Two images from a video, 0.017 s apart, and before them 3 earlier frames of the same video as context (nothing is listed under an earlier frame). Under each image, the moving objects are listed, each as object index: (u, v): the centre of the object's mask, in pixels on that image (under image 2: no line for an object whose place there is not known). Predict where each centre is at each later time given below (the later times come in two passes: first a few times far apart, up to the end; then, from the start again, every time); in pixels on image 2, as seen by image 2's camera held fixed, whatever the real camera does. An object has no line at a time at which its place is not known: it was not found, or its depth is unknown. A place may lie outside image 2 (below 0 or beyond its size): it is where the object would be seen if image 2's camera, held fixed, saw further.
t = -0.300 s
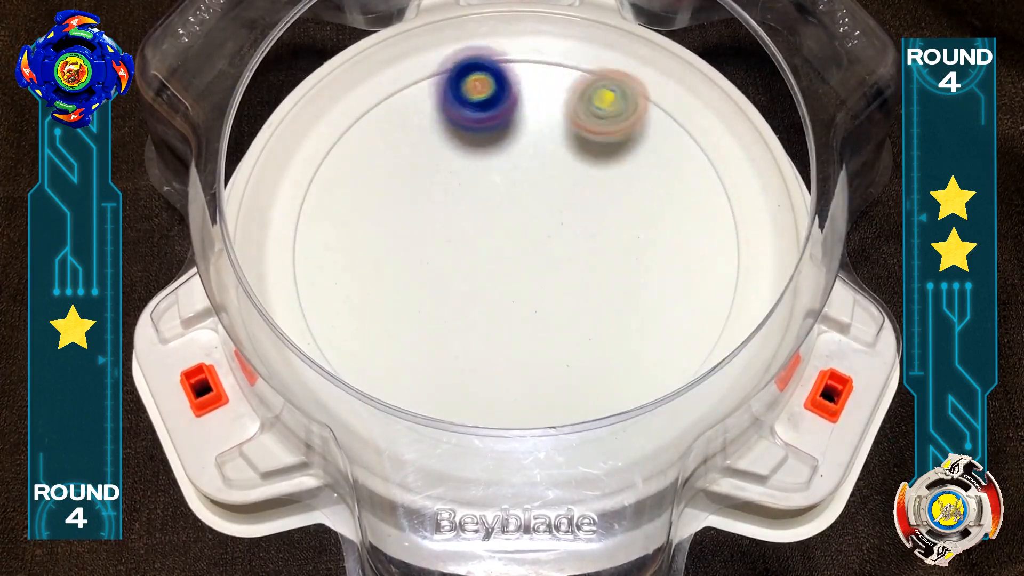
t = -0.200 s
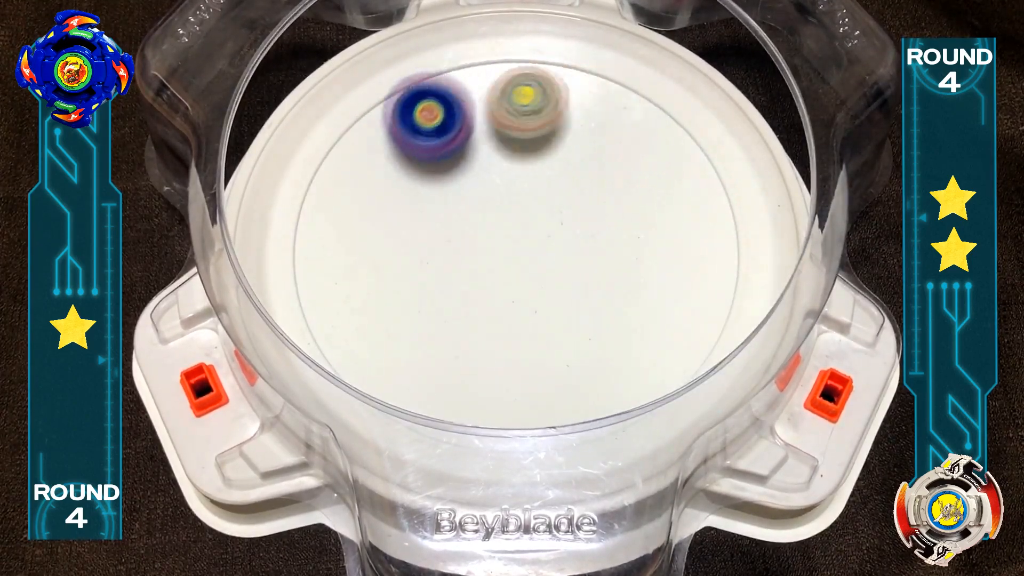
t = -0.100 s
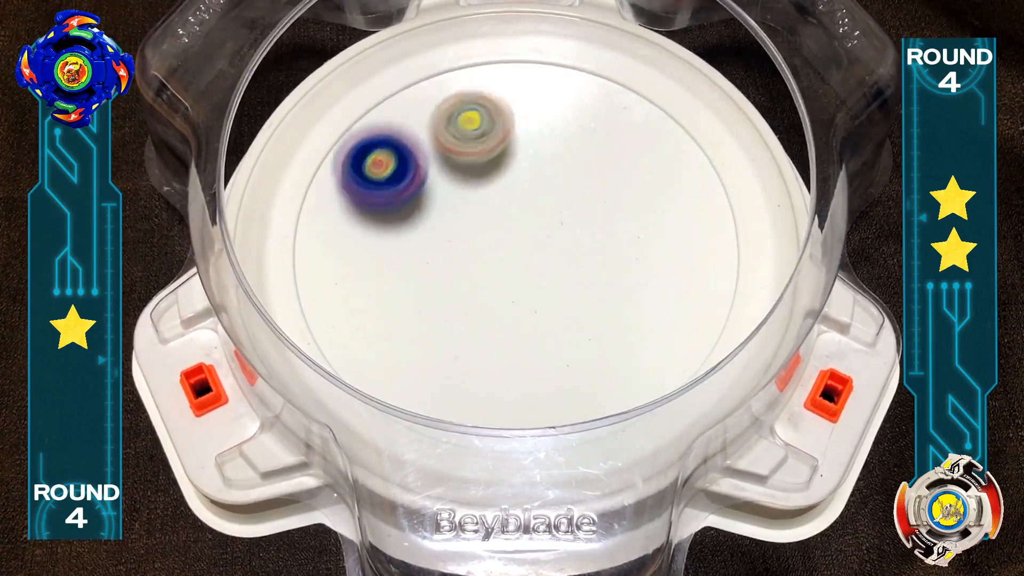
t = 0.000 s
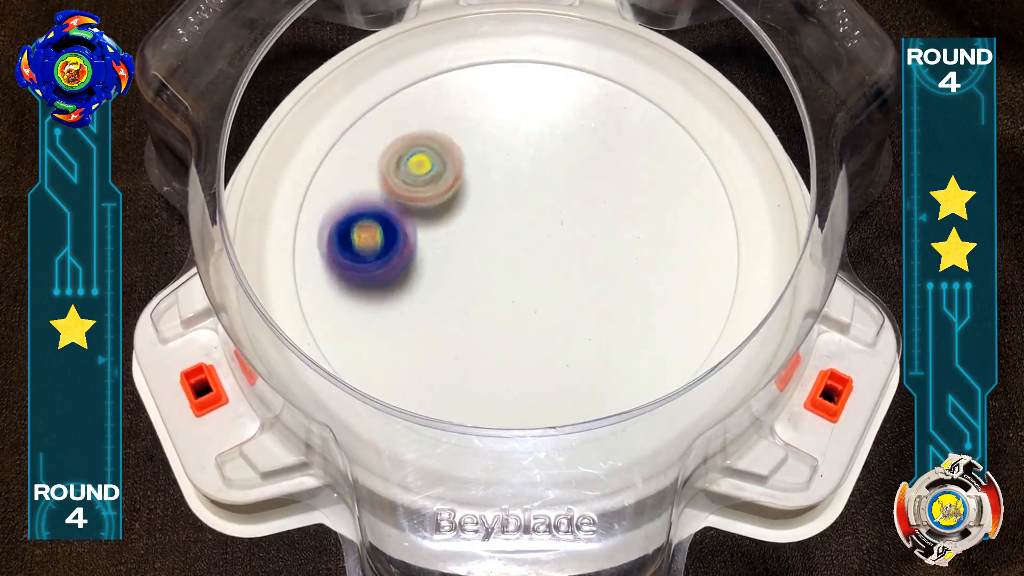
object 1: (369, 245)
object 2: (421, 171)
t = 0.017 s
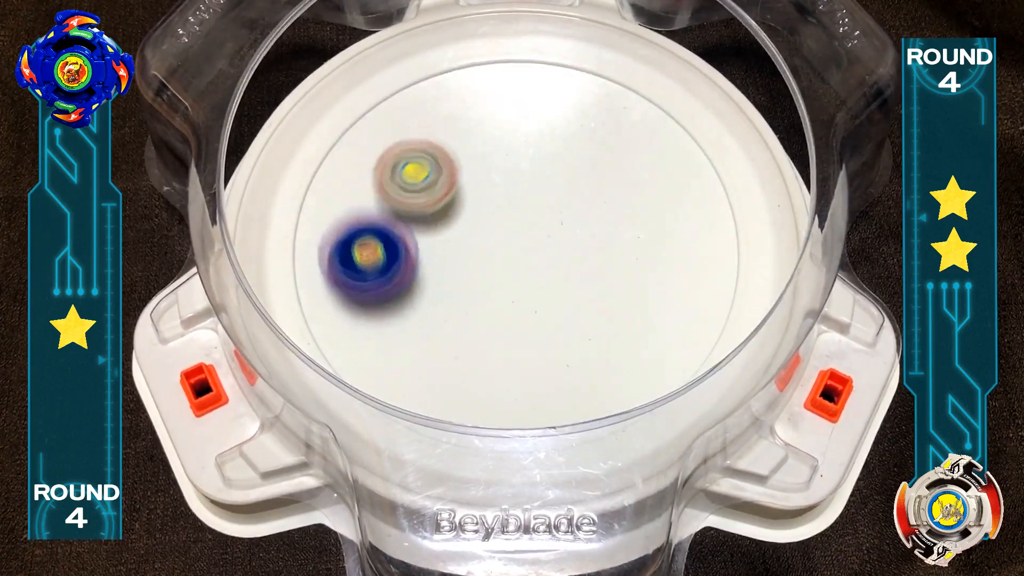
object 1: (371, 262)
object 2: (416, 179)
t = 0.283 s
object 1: (559, 368)
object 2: (445, 332)
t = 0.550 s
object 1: (709, 207)
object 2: (557, 309)
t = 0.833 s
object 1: (608, 81)
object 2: (504, 170)
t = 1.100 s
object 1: (471, 143)
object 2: (376, 192)
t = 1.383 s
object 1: (572, 274)
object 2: (382, 344)
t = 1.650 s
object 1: (682, 206)
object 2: (568, 329)
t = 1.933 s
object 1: (503, 128)
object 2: (628, 236)
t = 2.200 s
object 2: (569, 186)
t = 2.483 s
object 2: (460, 240)
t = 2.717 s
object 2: (513, 30)
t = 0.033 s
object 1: (374, 278)
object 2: (411, 185)
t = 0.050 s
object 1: (380, 294)
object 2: (407, 194)
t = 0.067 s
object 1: (388, 310)
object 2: (402, 204)
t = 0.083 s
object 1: (397, 324)
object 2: (398, 212)
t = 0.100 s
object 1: (408, 338)
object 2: (396, 223)
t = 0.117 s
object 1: (421, 350)
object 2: (394, 235)
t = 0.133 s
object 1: (435, 359)
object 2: (393, 245)
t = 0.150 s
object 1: (450, 366)
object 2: (394, 256)
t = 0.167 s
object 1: (465, 372)
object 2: (396, 268)
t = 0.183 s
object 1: (478, 375)
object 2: (399, 278)
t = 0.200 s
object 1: (492, 377)
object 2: (404, 288)
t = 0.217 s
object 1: (505, 378)
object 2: (411, 299)
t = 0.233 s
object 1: (518, 377)
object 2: (417, 308)
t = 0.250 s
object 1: (531, 375)
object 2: (426, 316)
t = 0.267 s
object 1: (545, 372)
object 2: (436, 325)
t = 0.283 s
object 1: (559, 368)
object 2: (445, 332)
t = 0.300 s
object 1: (573, 363)
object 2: (457, 337)
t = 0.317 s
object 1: (586, 357)
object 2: (469, 342)
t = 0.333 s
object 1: (598, 350)
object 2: (480, 346)
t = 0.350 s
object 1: (607, 342)
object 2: (493, 348)
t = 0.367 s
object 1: (616, 335)
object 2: (506, 349)
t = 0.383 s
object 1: (623, 327)
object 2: (519, 349)
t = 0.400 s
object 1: (629, 318)
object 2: (533, 348)
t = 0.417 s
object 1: (634, 310)
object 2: (545, 346)
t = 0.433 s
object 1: (640, 301)
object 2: (556, 342)
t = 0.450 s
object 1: (657, 288)
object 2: (554, 340)
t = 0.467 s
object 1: (675, 272)
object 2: (551, 337)
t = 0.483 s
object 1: (686, 258)
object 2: (550, 333)
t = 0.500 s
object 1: (696, 243)
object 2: (550, 328)
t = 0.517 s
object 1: (703, 230)
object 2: (552, 322)
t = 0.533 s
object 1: (707, 219)
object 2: (554, 316)
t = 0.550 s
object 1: (709, 207)
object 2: (557, 309)
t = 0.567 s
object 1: (709, 197)
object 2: (560, 303)
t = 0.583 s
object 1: (707, 188)
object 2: (562, 295)
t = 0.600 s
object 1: (704, 179)
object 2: (563, 287)
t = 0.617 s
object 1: (700, 169)
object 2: (564, 279)
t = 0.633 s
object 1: (696, 159)
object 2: (565, 270)
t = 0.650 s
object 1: (692, 148)
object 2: (564, 260)
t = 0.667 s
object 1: (687, 139)
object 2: (562, 252)
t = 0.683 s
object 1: (682, 128)
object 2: (560, 241)
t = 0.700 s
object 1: (675, 120)
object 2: (557, 233)
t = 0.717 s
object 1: (668, 113)
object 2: (553, 223)
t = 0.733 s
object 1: (661, 105)
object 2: (548, 215)
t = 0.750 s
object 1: (653, 99)
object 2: (542, 206)
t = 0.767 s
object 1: (645, 92)
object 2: (536, 197)
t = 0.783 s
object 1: (635, 90)
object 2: (529, 190)
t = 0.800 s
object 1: (626, 86)
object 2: (521, 184)
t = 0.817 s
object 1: (617, 83)
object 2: (513, 176)
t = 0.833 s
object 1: (608, 81)
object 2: (504, 170)
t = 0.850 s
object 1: (599, 80)
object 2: (495, 165)
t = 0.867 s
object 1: (589, 79)
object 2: (484, 162)
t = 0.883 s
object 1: (579, 79)
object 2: (474, 159)
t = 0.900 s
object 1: (569, 79)
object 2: (464, 156)
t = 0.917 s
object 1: (558, 81)
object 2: (455, 153)
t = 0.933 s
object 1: (548, 85)
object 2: (446, 154)
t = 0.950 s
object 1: (537, 89)
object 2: (436, 155)
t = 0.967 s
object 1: (527, 93)
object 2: (428, 155)
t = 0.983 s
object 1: (517, 99)
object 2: (420, 157)
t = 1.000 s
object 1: (506, 104)
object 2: (414, 160)
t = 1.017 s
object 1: (497, 111)
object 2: (408, 164)
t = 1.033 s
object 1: (488, 118)
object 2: (401, 167)
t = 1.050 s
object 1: (479, 126)
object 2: (397, 171)
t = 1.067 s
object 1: (472, 133)
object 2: (394, 175)
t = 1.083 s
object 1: (468, 138)
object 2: (389, 181)
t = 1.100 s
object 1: (471, 143)
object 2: (376, 192)
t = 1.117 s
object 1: (473, 149)
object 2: (364, 201)
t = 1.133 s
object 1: (475, 157)
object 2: (355, 210)
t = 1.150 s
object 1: (477, 166)
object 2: (349, 219)
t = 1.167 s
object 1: (478, 175)
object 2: (345, 229)
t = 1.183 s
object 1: (480, 186)
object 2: (341, 239)
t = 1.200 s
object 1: (482, 196)
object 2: (338, 249)
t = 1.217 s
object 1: (486, 207)
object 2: (336, 259)
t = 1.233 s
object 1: (492, 217)
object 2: (336, 268)
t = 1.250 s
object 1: (498, 227)
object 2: (338, 279)
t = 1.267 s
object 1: (506, 235)
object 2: (340, 289)
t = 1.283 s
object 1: (514, 243)
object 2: (343, 299)
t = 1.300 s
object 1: (522, 250)
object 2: (347, 308)
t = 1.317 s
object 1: (531, 256)
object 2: (353, 316)
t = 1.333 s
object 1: (541, 262)
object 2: (359, 324)
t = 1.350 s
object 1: (551, 267)
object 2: (366, 331)
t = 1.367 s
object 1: (561, 271)
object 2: (374, 339)
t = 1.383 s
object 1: (572, 274)
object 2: (382, 344)
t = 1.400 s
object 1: (583, 276)
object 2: (393, 349)
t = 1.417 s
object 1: (594, 277)
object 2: (403, 353)
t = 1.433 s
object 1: (605, 277)
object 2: (414, 356)
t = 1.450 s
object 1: (615, 277)
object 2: (425, 360)
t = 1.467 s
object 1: (625, 275)
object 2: (437, 362)
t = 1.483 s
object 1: (636, 272)
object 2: (449, 362)
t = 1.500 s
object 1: (645, 269)
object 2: (462, 362)
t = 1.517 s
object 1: (654, 264)
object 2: (475, 361)
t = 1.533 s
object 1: (662, 259)
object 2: (488, 361)
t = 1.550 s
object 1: (669, 253)
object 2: (500, 358)
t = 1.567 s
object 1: (675, 246)
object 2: (512, 355)
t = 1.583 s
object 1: (680, 239)
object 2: (524, 351)
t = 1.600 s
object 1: (684, 230)
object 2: (535, 346)
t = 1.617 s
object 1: (685, 222)
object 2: (547, 340)
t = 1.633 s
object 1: (685, 214)
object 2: (558, 335)
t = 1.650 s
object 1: (682, 206)
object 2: (568, 329)
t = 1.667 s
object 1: (679, 198)
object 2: (577, 322)
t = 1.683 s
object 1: (674, 191)
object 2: (584, 315)
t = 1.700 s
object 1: (667, 184)
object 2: (593, 305)
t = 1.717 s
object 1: (659, 178)
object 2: (601, 297)
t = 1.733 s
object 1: (650, 174)
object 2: (607, 288)
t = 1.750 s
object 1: (639, 171)
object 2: (613, 278)
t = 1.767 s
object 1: (628, 168)
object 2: (616, 270)
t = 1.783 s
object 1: (616, 167)
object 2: (620, 261)
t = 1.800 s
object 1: (604, 165)
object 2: (622, 250)
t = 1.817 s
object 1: (592, 162)
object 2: (624, 244)
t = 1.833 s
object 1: (578, 153)
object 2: (627, 246)
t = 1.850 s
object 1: (565, 144)
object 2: (628, 247)
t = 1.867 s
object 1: (552, 138)
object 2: (629, 247)
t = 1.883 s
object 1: (538, 133)
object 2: (629, 246)
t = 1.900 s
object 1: (526, 130)
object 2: (629, 244)
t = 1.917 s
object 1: (514, 129)
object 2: (629, 239)
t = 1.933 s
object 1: (503, 128)
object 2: (628, 236)
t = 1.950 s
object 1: (492, 128)
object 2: (628, 231)
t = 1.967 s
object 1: (482, 129)
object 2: (626, 227)
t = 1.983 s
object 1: (472, 130)
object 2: (625, 221)
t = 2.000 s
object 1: (464, 133)
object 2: (623, 218)
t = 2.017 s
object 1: (455, 136)
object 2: (621, 213)
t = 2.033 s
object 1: (447, 139)
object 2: (618, 210)
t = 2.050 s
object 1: (439, 143)
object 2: (615, 205)
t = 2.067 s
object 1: (431, 148)
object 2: (611, 203)
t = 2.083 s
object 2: (607, 199)
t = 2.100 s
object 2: (603, 196)
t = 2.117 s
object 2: (598, 194)
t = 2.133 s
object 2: (592, 192)
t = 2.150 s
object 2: (587, 191)
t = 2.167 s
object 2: (581, 188)
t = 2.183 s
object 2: (575, 187)
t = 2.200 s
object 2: (569, 186)
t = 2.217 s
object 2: (561, 186)
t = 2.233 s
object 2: (555, 185)
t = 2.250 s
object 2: (547, 186)
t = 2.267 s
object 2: (540, 187)
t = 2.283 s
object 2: (533, 188)
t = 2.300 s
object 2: (526, 188)
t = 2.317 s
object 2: (518, 192)
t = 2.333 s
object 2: (510, 194)
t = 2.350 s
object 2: (502, 198)
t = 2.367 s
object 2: (496, 203)
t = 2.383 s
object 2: (488, 206)
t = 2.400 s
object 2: (482, 212)
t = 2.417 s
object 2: (476, 216)
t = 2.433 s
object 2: (471, 222)
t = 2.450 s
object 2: (466, 229)
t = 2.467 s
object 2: (463, 234)
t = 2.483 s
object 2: (460, 240)
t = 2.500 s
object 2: (457, 245)
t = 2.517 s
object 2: (456, 250)
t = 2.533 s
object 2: (454, 256)
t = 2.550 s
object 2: (456, 254)
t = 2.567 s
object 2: (464, 224)
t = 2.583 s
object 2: (472, 193)
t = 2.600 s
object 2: (479, 159)
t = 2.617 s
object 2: (482, 137)
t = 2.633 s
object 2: (487, 115)
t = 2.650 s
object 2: (493, 89)
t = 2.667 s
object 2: (499, 65)
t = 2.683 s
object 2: (506, 44)
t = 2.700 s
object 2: (510, 33)
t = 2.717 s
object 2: (513, 30)
